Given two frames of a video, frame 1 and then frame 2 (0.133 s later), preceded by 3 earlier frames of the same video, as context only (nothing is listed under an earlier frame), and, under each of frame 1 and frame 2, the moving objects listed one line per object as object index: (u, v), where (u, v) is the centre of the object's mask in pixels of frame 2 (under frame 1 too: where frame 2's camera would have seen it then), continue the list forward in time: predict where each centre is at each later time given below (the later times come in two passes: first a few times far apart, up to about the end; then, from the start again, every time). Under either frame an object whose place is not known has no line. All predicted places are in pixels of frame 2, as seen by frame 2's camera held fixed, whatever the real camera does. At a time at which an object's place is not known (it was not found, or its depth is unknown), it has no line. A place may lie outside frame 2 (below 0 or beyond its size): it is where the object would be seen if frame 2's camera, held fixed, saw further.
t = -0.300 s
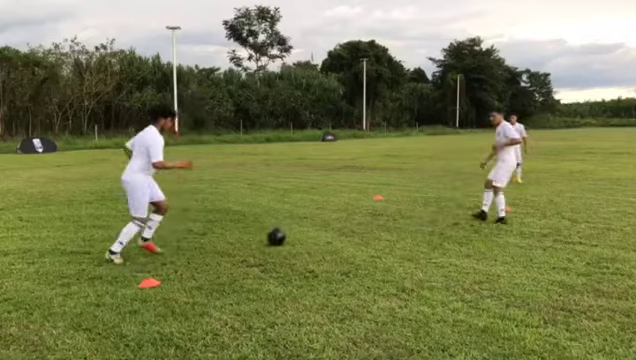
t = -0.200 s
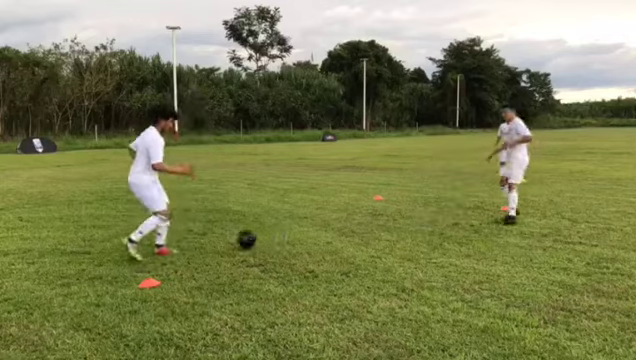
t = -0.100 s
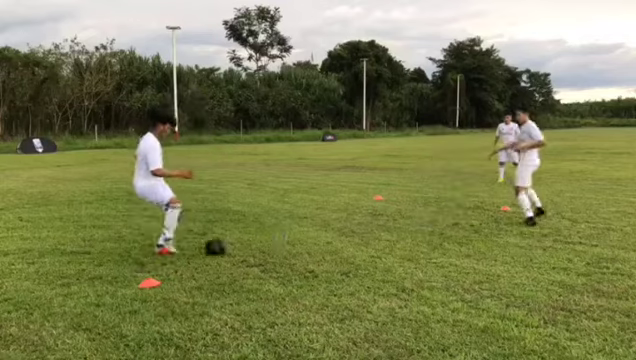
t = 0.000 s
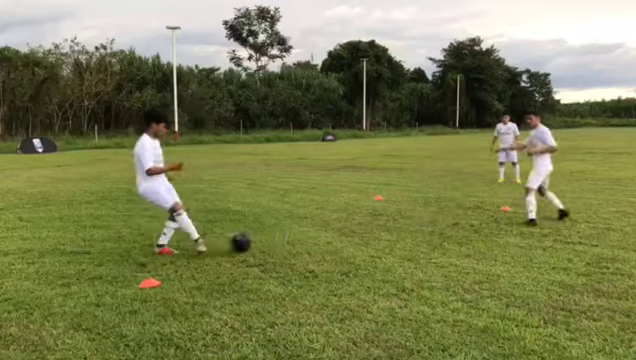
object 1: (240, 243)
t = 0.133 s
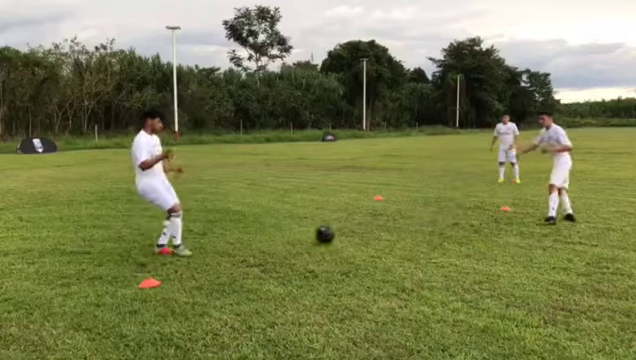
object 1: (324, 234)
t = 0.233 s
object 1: (374, 229)
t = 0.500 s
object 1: (477, 225)
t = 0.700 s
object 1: (528, 220)
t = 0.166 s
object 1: (342, 232)
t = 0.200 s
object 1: (358, 230)
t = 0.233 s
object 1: (374, 229)
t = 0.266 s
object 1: (391, 229)
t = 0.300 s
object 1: (406, 230)
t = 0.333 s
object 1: (421, 230)
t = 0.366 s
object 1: (434, 229)
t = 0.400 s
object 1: (445, 228)
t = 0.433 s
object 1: (456, 226)
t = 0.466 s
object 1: (467, 225)
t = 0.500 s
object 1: (477, 225)
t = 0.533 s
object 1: (487, 225)
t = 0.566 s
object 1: (497, 224)
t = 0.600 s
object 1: (505, 223)
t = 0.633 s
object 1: (513, 222)
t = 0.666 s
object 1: (520, 221)
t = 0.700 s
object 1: (528, 220)
